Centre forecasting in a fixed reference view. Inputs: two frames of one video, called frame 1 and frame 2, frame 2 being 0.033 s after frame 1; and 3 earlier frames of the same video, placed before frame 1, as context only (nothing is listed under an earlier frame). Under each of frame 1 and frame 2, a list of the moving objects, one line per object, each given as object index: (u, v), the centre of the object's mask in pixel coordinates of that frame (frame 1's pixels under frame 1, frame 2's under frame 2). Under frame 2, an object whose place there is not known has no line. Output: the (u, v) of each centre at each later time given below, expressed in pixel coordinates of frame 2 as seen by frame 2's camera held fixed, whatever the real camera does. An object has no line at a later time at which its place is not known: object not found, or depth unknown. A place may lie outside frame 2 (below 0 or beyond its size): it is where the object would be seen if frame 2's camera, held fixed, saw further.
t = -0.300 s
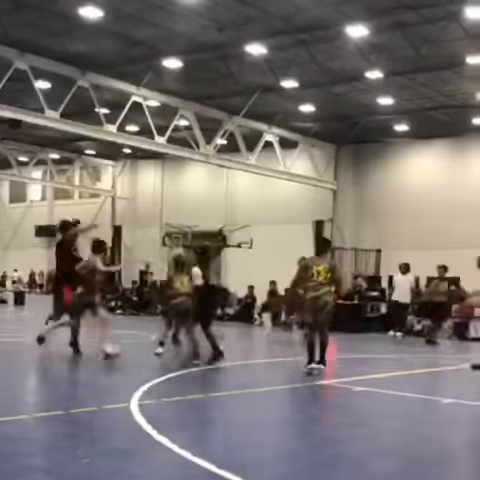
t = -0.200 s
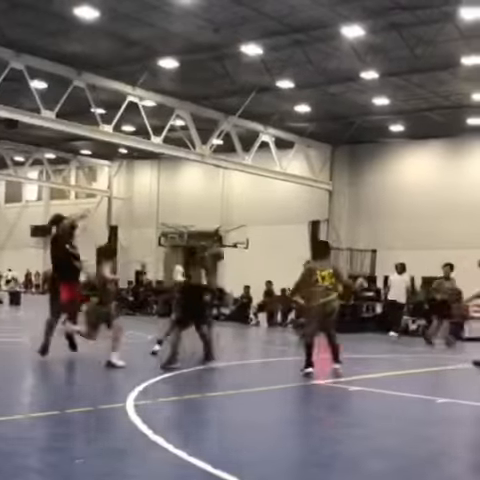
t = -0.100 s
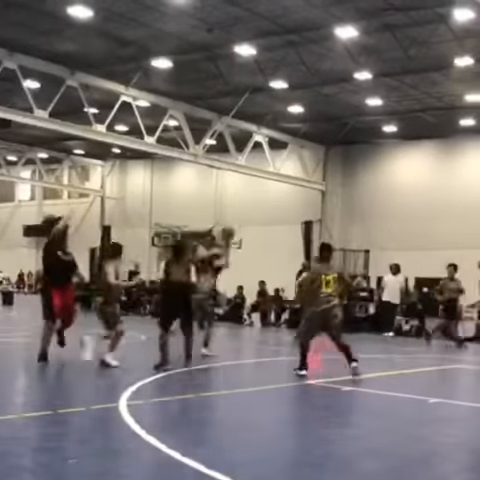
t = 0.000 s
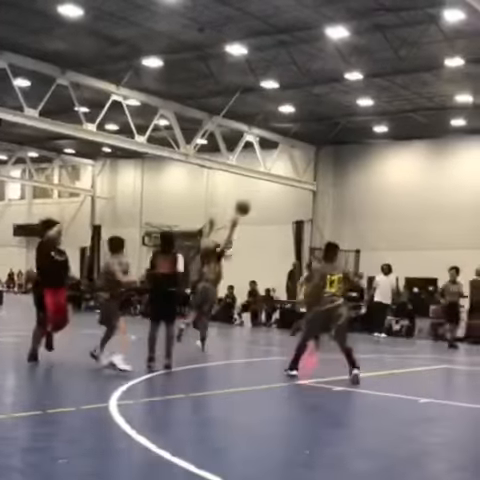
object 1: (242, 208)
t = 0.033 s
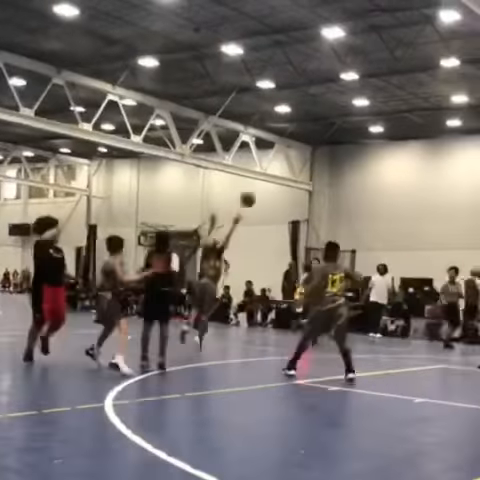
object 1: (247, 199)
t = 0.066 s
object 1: (256, 192)
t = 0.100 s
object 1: (265, 184)
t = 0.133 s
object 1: (276, 178)
